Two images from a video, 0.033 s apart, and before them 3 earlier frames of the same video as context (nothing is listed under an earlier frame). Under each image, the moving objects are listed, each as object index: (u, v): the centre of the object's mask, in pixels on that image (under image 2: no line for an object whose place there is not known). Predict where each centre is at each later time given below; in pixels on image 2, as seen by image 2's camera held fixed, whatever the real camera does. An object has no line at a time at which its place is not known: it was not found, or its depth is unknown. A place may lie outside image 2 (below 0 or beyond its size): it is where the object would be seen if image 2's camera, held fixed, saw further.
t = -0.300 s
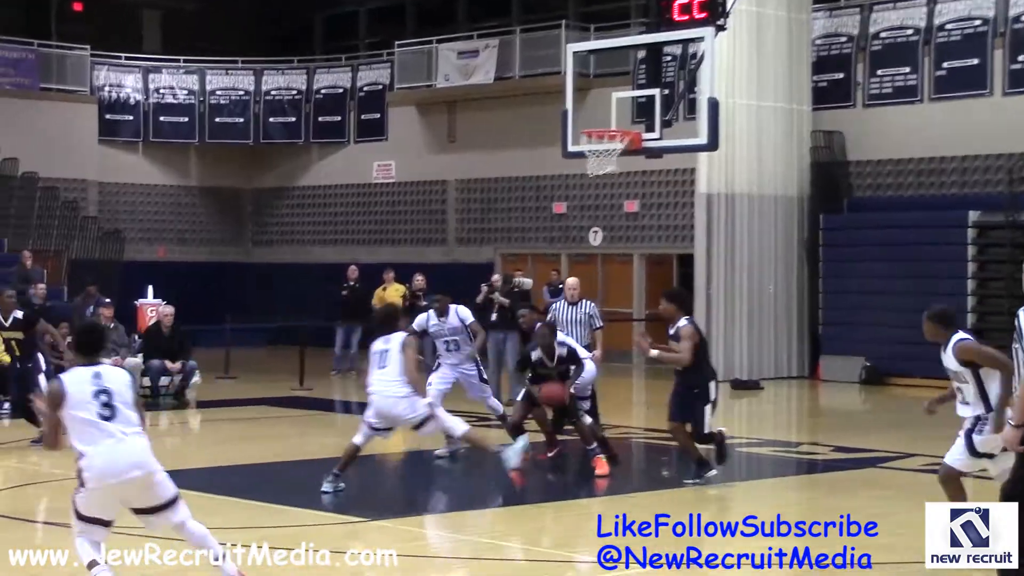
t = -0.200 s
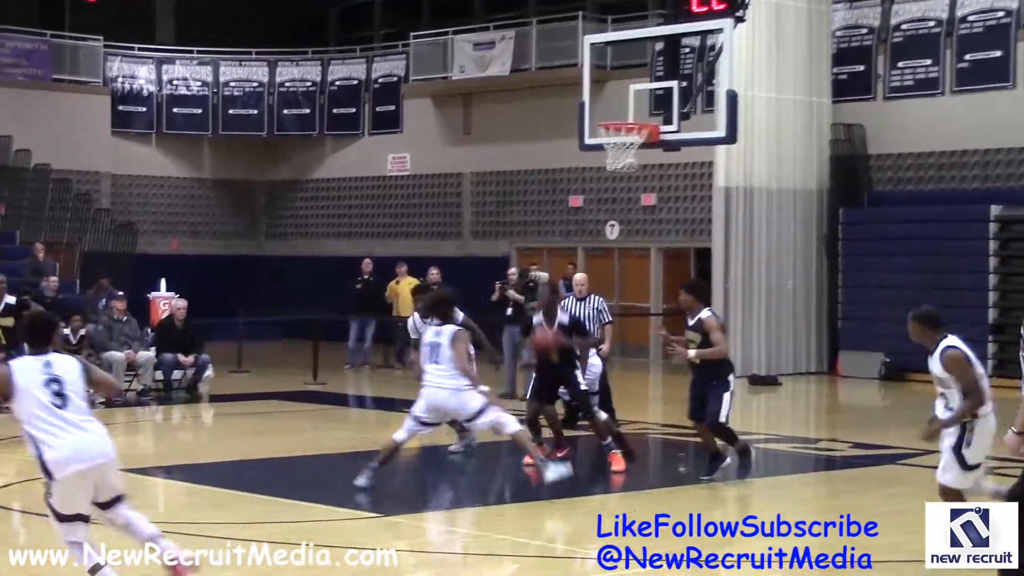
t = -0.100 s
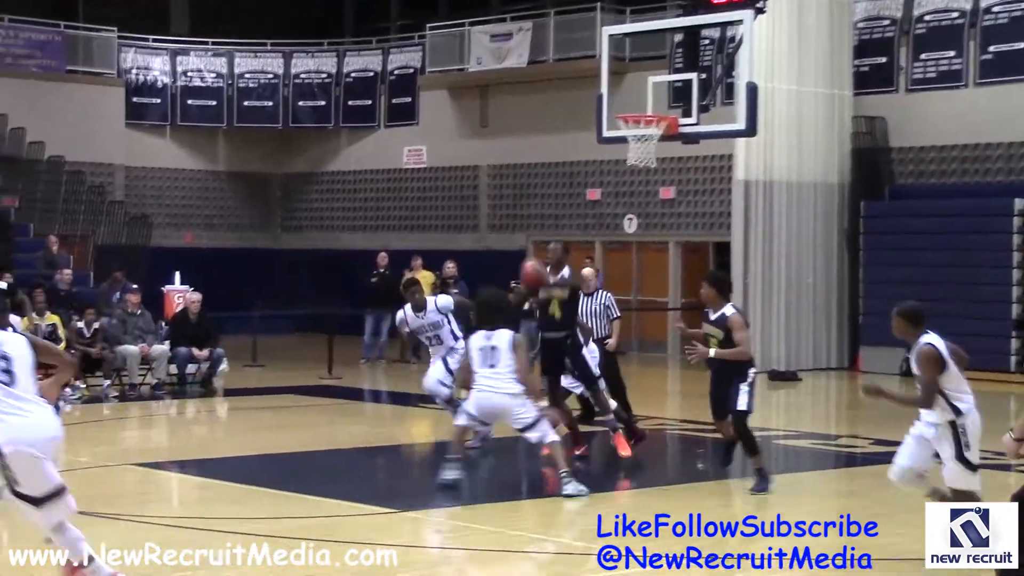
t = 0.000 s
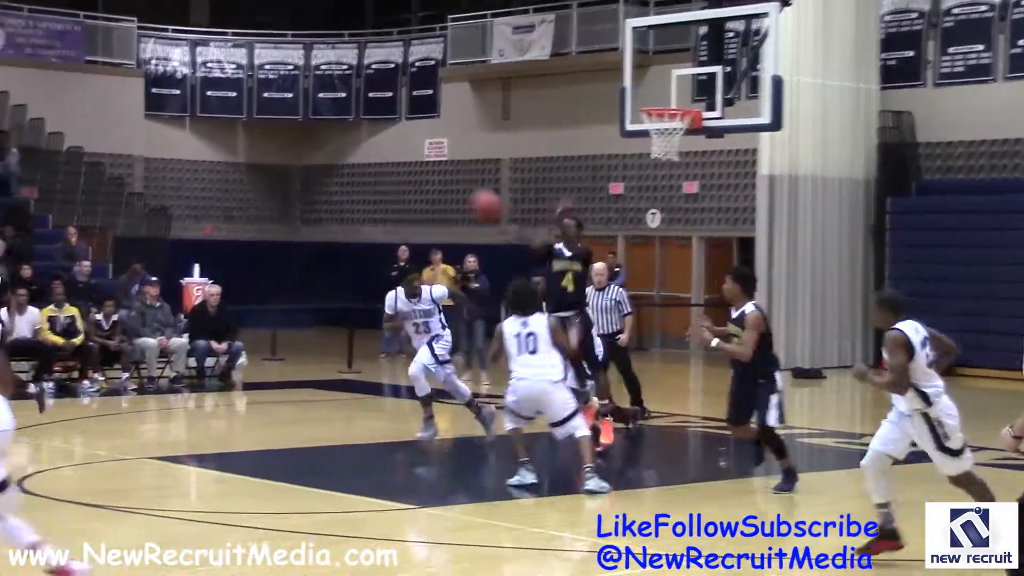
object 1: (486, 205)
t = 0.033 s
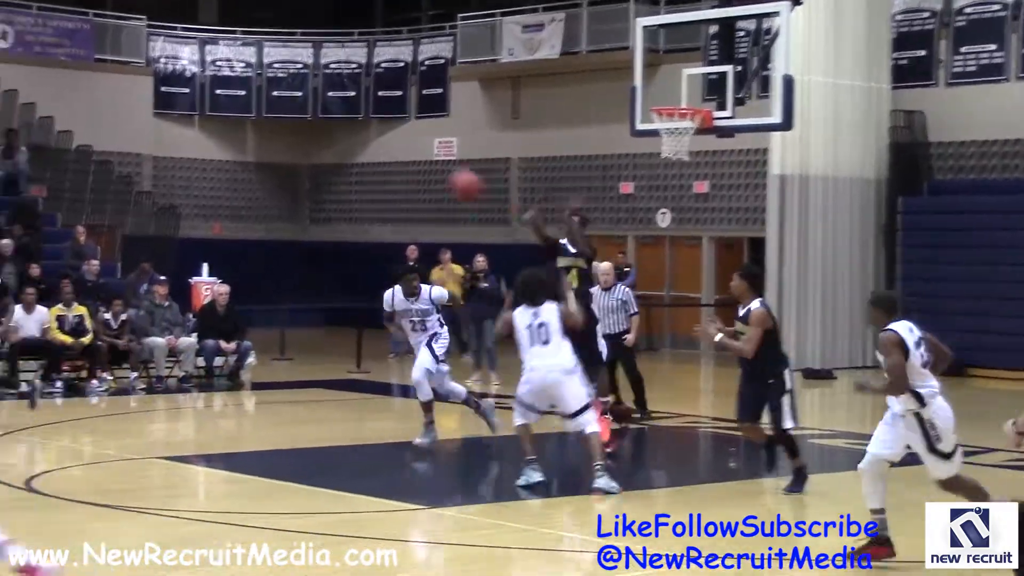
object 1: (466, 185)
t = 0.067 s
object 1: (436, 167)
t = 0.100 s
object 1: (404, 147)
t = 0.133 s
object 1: (370, 129)
